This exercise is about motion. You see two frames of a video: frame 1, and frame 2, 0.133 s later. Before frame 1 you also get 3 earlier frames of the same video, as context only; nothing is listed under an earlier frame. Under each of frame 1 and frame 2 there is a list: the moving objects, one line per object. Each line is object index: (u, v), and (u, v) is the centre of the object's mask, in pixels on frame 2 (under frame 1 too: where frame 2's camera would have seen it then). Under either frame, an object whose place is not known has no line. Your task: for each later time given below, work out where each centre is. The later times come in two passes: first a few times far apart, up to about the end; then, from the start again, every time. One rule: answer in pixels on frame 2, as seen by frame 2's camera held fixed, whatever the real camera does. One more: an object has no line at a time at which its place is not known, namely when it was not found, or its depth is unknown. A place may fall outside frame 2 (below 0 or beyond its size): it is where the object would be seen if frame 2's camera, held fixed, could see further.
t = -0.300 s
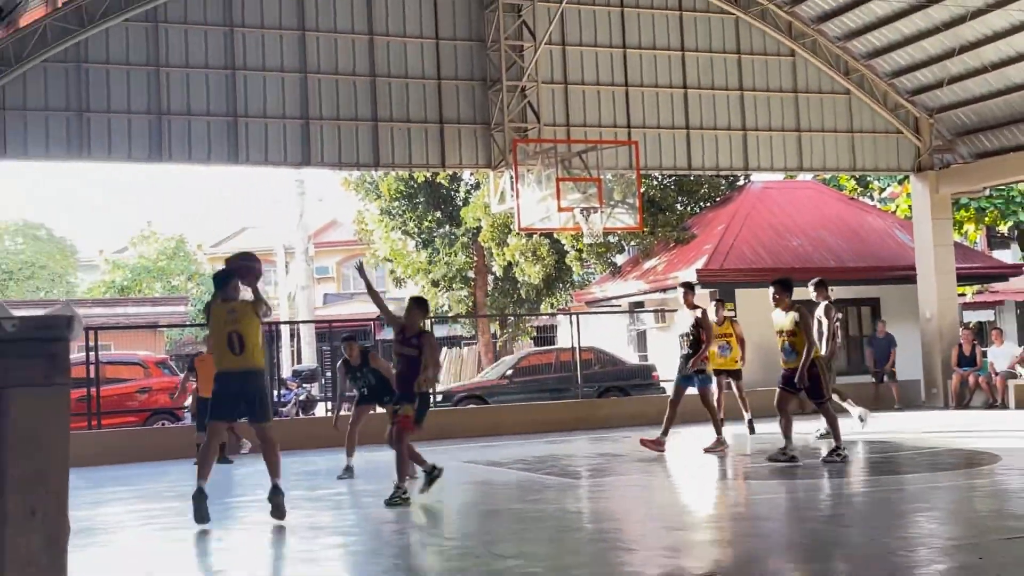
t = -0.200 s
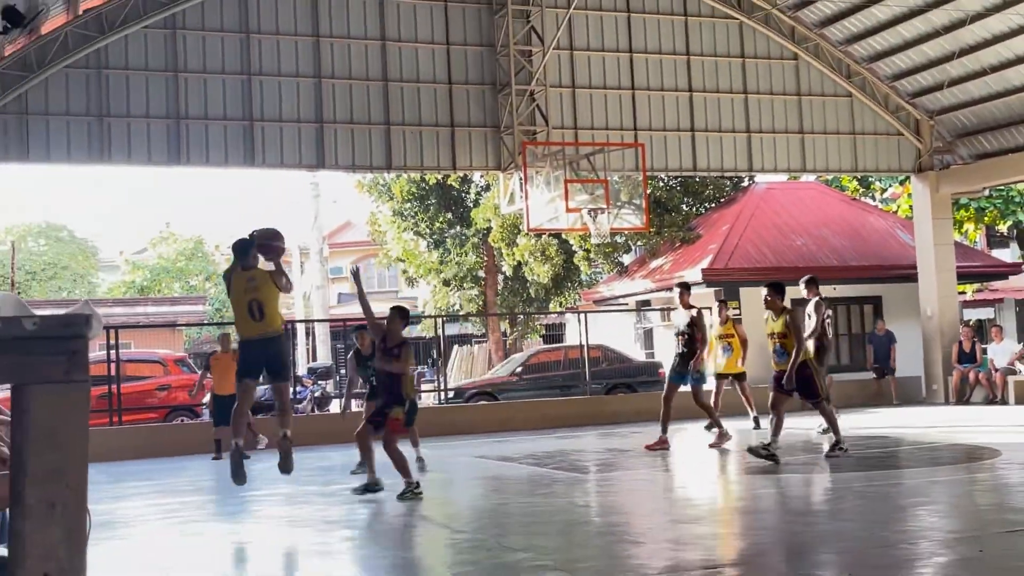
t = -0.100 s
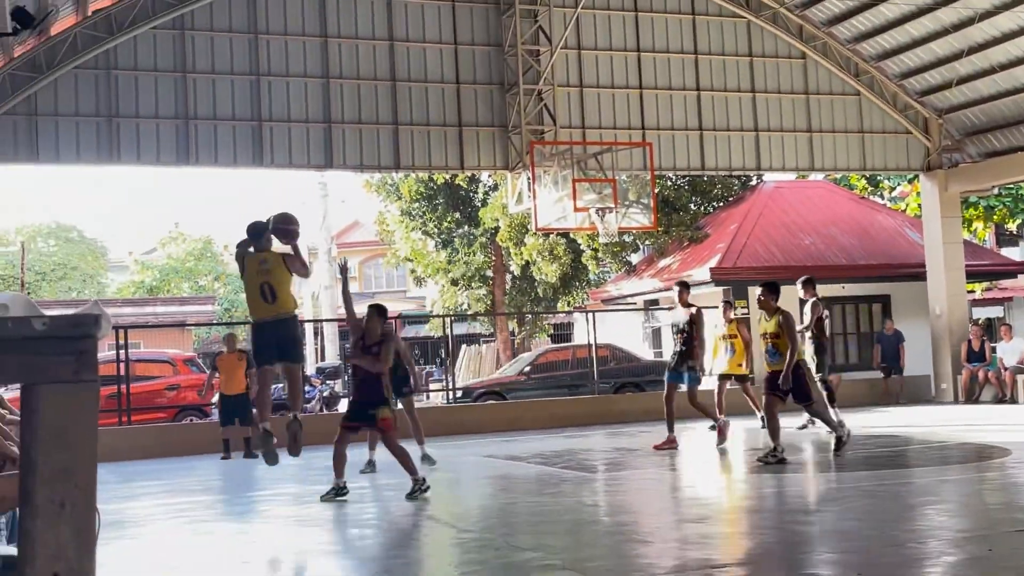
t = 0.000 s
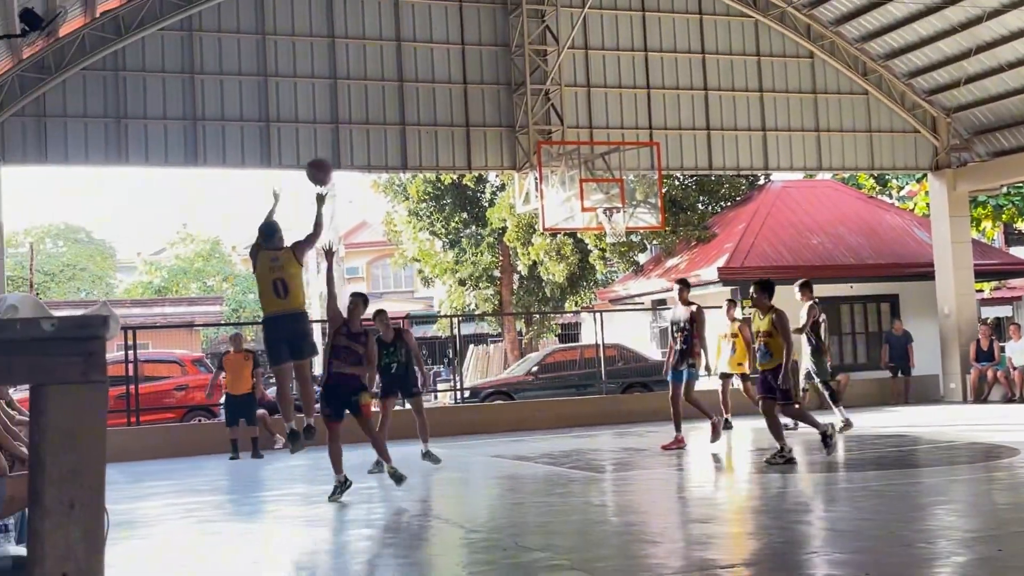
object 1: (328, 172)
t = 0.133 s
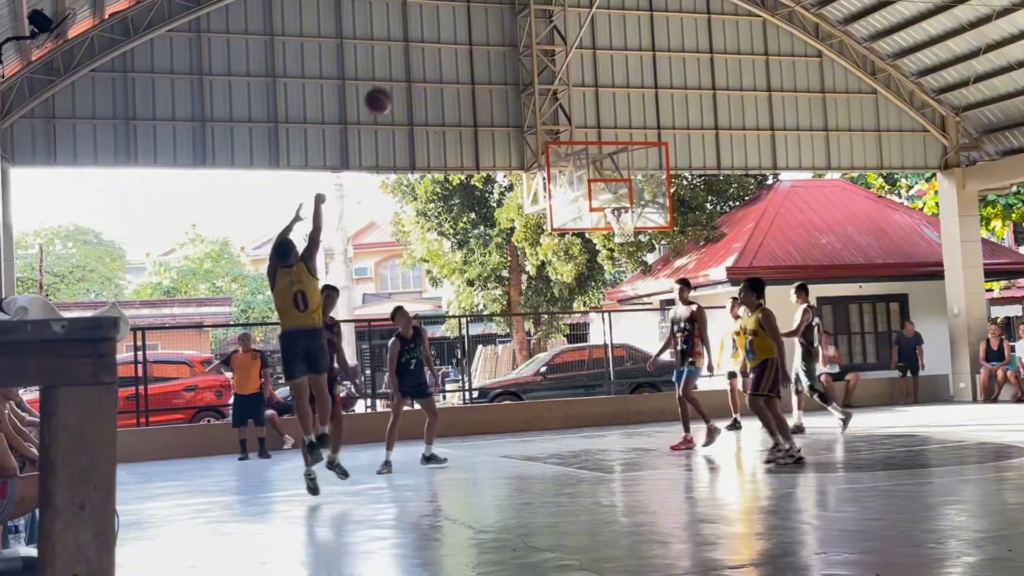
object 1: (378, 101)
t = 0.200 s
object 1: (401, 76)
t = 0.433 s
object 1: (470, 33)
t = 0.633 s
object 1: (521, 39)
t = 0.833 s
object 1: (566, 78)
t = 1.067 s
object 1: (612, 153)
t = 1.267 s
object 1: (619, 199)
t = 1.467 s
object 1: (589, 175)
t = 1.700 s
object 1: (559, 178)
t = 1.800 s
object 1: (547, 193)
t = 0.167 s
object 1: (390, 86)
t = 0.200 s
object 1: (401, 76)
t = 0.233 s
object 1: (411, 65)
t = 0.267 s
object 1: (422, 57)
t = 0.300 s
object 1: (433, 49)
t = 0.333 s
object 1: (443, 42)
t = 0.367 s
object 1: (452, 38)
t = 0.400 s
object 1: (462, 35)
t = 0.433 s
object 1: (470, 33)
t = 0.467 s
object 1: (481, 31)
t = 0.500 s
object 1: (489, 31)
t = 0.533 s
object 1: (498, 32)
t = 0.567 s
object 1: (506, 35)
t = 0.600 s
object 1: (515, 37)
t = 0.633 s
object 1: (521, 39)
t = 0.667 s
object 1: (529, 44)
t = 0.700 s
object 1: (537, 49)
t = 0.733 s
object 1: (545, 55)
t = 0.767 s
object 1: (552, 62)
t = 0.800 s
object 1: (559, 70)
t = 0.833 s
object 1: (566, 78)
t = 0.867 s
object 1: (573, 87)
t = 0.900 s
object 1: (580, 97)
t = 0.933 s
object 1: (587, 107)
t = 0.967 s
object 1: (593, 118)
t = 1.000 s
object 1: (599, 129)
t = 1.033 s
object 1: (606, 141)
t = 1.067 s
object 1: (612, 153)
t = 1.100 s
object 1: (619, 166)
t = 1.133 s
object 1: (624, 180)
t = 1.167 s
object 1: (631, 194)
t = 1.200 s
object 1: (632, 203)
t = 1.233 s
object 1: (628, 203)
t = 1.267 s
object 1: (619, 199)
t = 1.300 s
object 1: (611, 194)
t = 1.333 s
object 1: (605, 190)
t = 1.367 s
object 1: (600, 185)
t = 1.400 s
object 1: (597, 180)
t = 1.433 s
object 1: (592, 177)
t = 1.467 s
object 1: (589, 175)
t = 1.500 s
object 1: (584, 173)
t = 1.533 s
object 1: (580, 171)
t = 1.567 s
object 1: (576, 171)
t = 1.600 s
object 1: (572, 172)
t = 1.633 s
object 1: (567, 173)
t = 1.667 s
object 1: (563, 175)
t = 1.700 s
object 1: (559, 178)
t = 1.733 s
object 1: (555, 182)
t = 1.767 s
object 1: (551, 187)
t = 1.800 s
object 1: (547, 193)
